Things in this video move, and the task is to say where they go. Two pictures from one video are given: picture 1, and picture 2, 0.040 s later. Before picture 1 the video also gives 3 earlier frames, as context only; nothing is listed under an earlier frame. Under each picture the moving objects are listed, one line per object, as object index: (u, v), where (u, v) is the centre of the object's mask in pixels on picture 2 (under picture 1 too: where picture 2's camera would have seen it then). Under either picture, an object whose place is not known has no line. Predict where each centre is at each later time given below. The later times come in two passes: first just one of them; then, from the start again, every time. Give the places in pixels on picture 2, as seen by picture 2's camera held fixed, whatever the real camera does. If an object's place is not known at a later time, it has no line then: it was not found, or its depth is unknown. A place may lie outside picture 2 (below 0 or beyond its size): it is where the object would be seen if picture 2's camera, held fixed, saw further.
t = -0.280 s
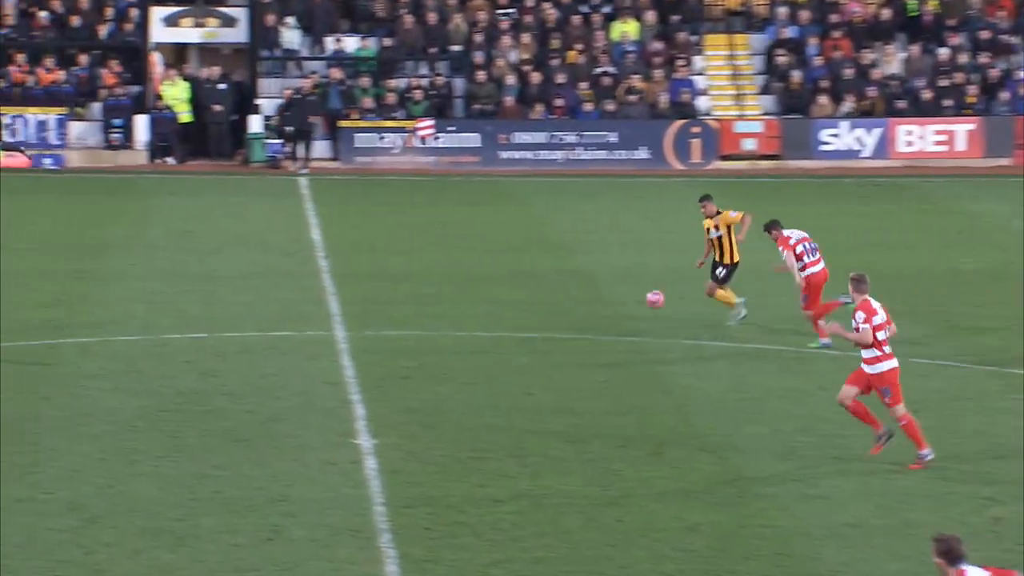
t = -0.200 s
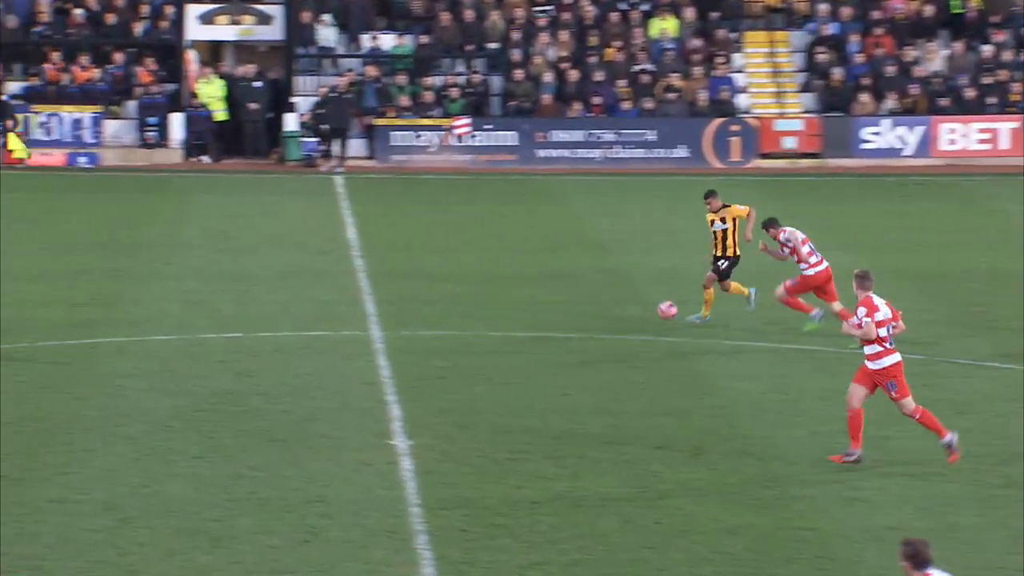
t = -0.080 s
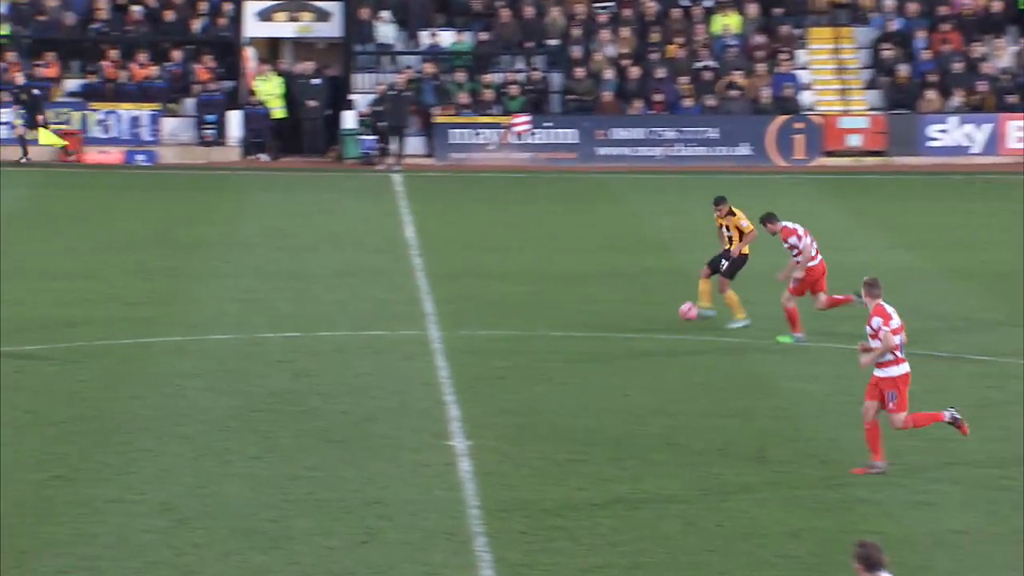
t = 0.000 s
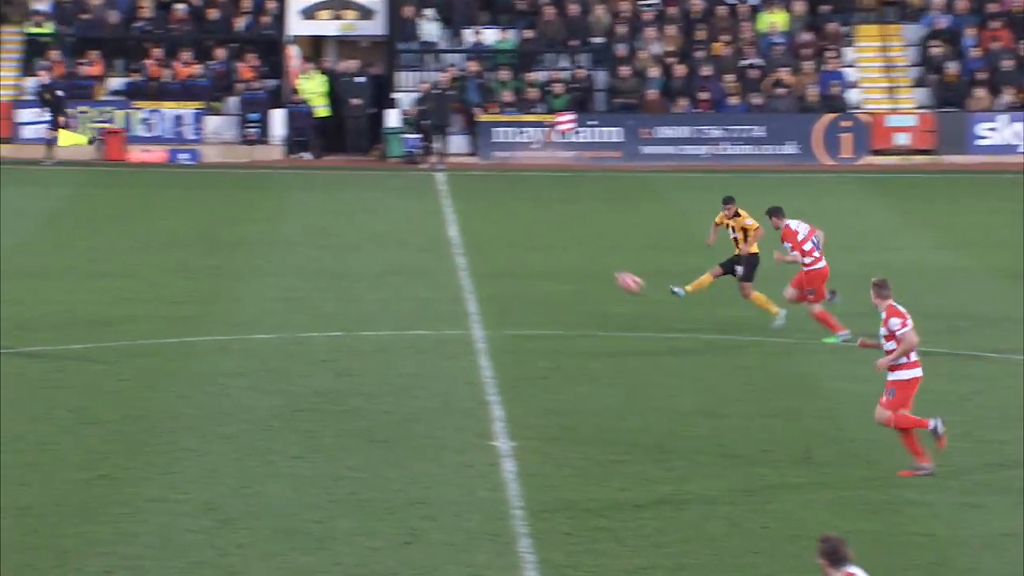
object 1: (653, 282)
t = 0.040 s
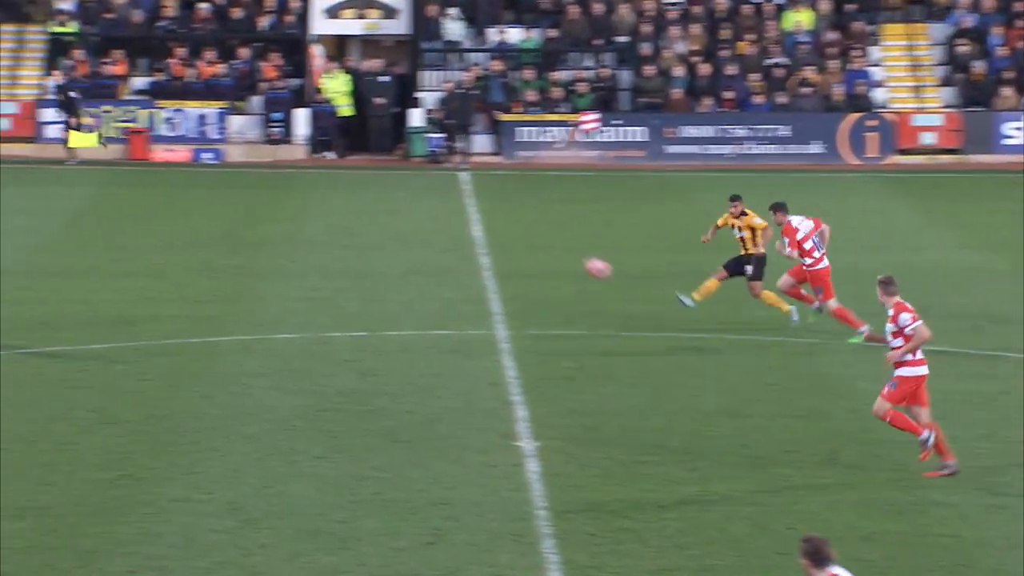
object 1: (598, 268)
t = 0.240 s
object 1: (323, 215)
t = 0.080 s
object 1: (541, 254)
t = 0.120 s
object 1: (488, 244)
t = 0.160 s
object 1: (432, 232)
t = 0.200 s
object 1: (377, 223)
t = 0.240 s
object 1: (323, 215)
